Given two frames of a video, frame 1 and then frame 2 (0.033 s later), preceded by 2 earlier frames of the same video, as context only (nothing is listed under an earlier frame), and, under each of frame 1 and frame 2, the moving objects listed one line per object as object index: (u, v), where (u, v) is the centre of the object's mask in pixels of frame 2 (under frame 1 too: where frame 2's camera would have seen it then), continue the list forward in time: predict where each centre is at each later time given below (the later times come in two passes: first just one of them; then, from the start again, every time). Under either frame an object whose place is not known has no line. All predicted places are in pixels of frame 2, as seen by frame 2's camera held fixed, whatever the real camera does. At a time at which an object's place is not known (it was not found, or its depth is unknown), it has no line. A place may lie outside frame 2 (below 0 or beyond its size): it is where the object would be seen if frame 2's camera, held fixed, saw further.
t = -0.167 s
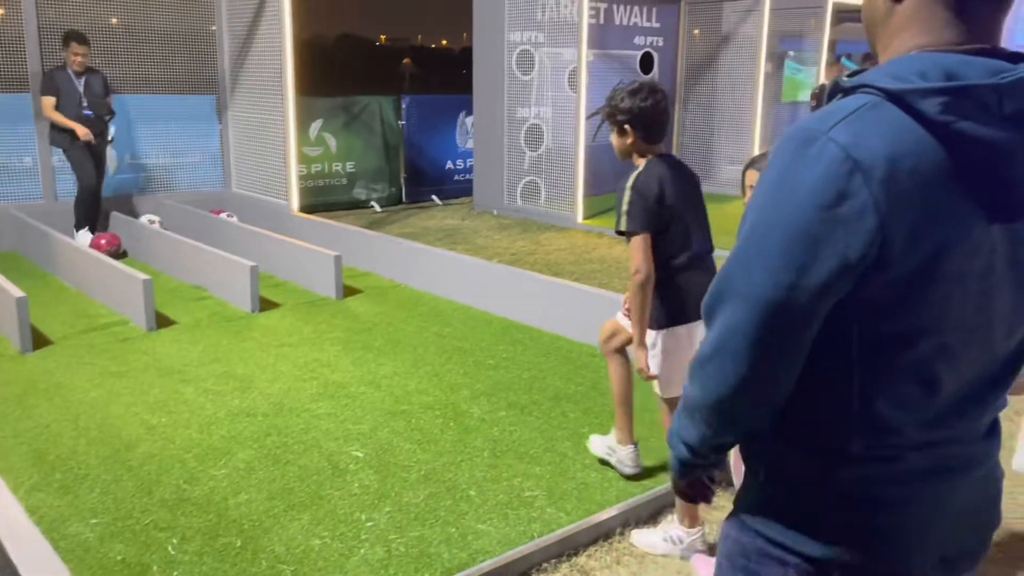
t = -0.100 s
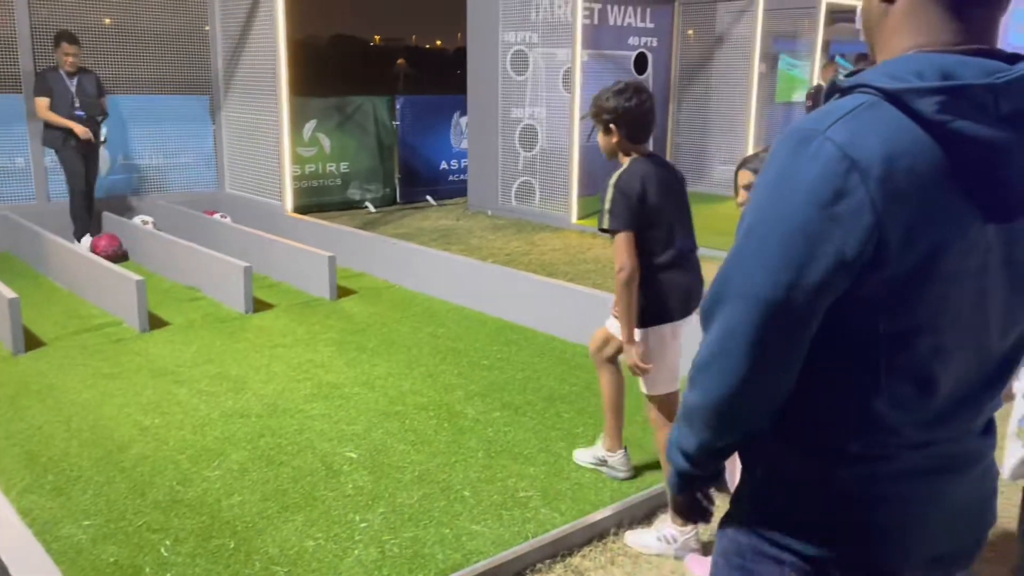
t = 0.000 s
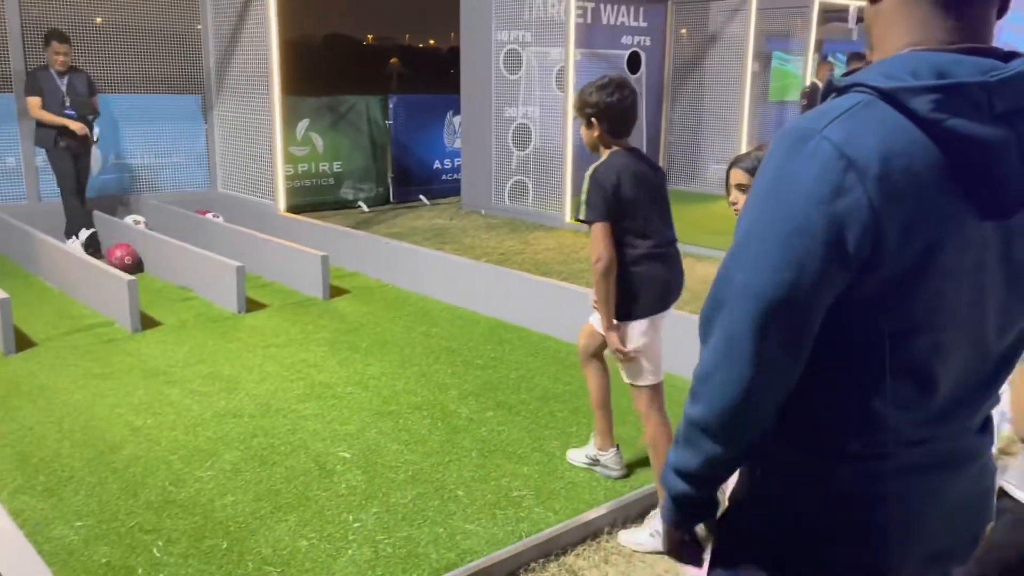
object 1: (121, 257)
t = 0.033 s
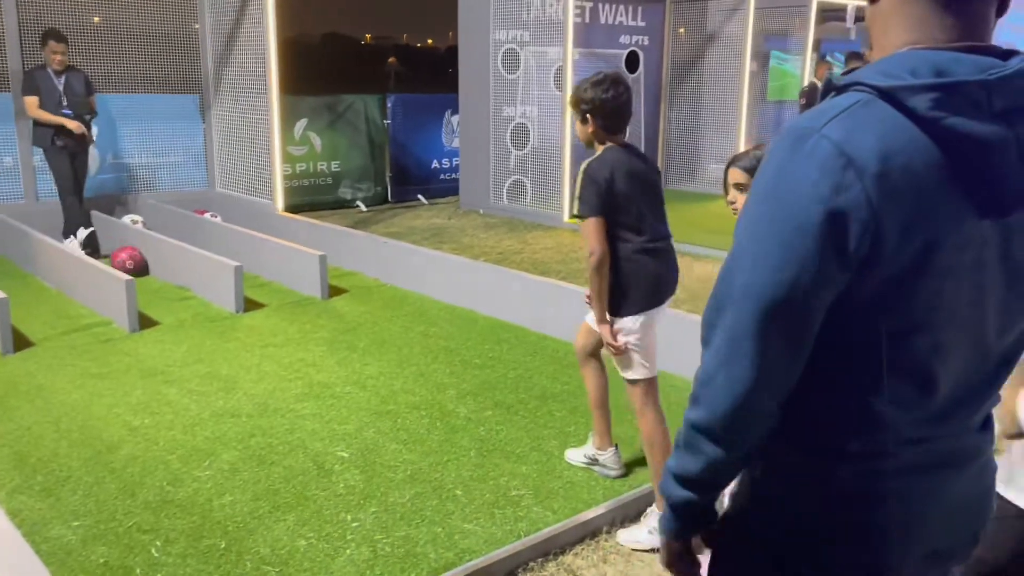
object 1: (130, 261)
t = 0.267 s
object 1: (175, 282)
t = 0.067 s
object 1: (137, 264)
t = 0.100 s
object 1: (143, 267)
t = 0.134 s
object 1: (151, 272)
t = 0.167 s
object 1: (157, 274)
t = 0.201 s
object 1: (163, 275)
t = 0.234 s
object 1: (169, 278)
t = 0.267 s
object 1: (175, 282)
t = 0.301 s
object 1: (181, 284)
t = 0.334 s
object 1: (186, 285)
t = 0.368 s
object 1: (192, 287)
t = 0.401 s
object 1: (197, 290)
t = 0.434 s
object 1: (202, 294)
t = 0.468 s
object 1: (208, 298)
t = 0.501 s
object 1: (213, 299)
